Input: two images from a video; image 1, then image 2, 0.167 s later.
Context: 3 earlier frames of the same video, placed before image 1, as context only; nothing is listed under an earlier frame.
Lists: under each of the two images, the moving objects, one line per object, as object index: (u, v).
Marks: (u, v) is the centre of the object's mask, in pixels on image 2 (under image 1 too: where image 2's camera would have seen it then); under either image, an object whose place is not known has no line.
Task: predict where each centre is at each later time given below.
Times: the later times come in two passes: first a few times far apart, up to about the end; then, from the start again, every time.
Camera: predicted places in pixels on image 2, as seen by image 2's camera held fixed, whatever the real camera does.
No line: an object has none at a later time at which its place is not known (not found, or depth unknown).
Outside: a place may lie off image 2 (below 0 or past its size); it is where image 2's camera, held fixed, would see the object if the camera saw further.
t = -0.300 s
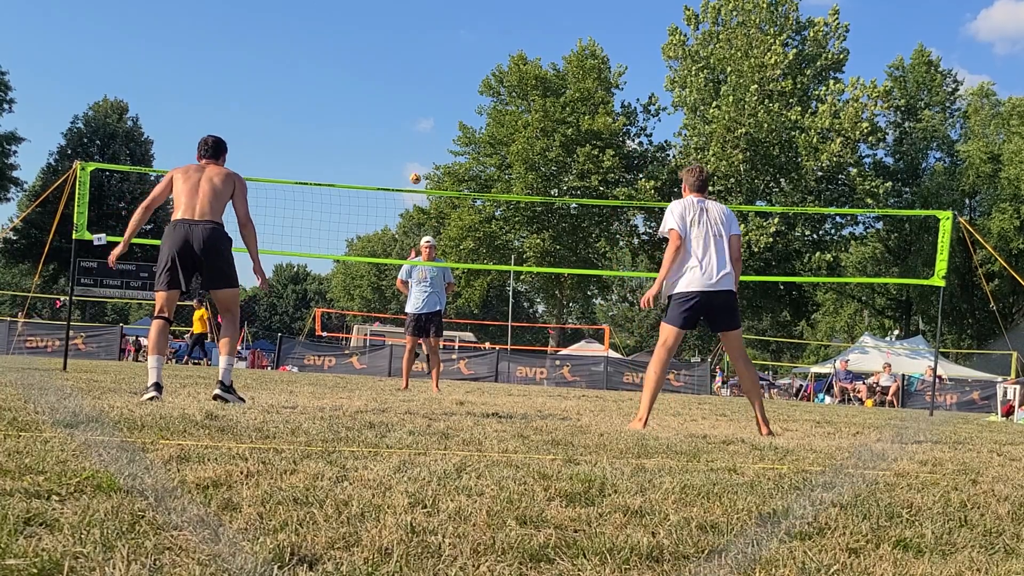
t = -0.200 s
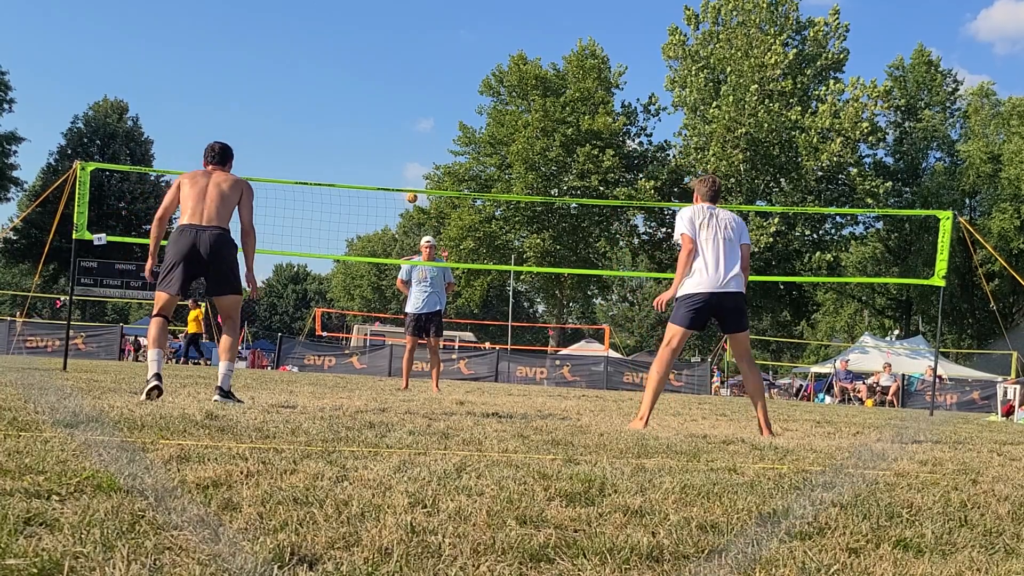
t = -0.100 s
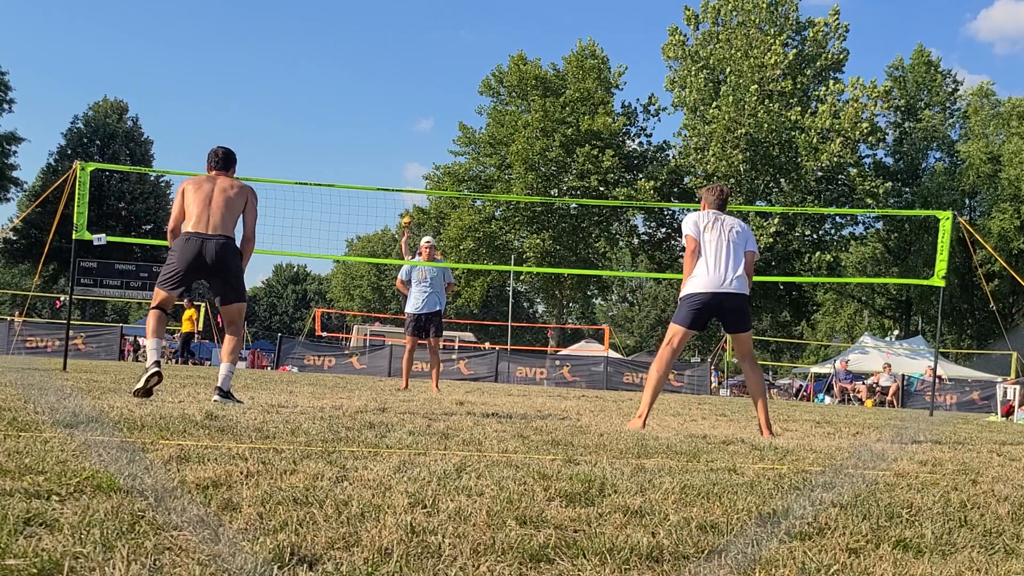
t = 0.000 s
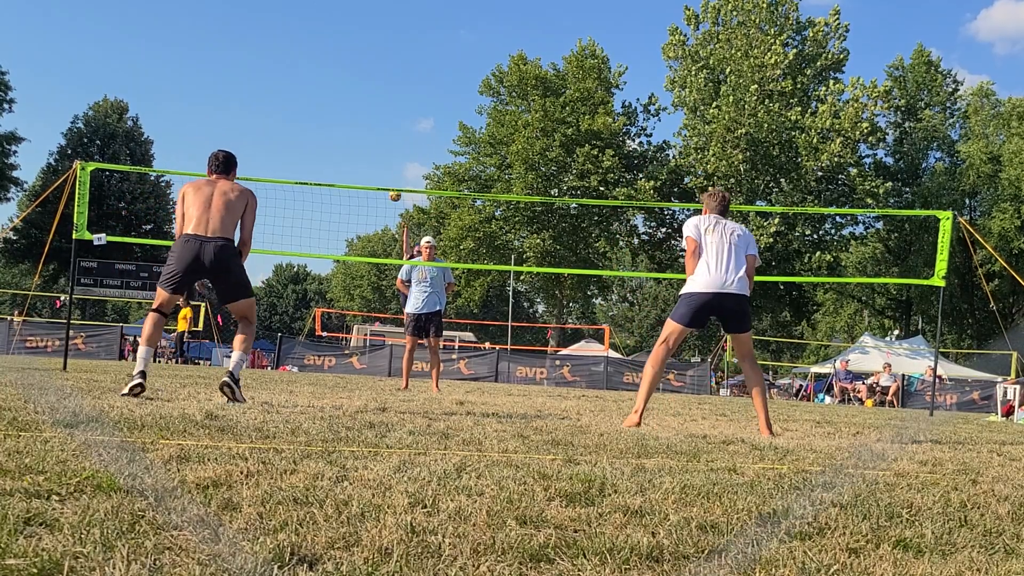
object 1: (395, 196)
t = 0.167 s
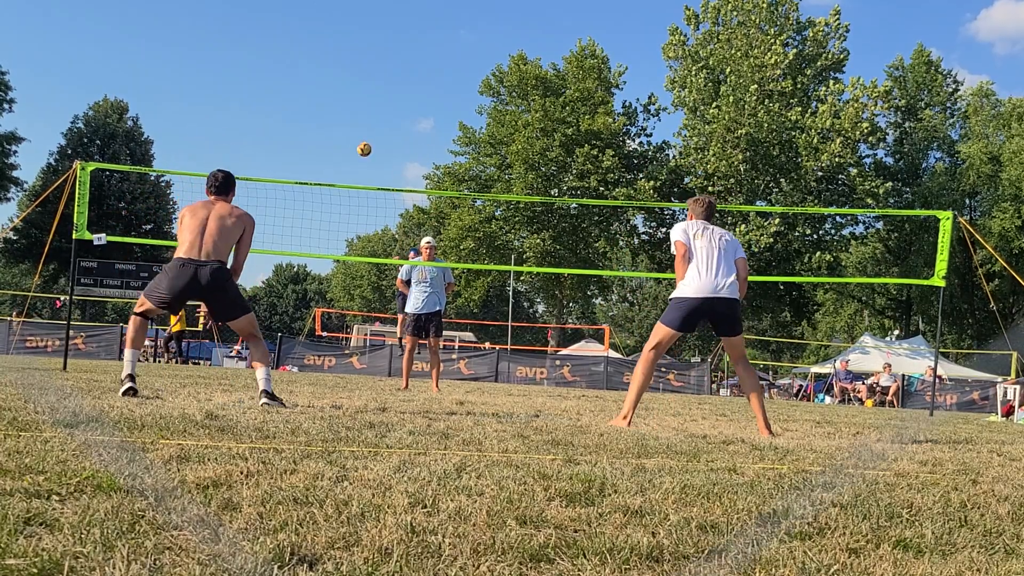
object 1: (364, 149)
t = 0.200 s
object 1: (356, 142)
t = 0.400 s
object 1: (300, 124)
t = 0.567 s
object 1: (232, 153)
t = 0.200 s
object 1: (356, 142)
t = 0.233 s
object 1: (348, 136)
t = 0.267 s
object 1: (340, 132)
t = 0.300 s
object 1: (331, 128)
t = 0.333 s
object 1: (322, 125)
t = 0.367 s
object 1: (311, 124)
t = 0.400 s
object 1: (300, 124)
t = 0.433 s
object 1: (288, 127)
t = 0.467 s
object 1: (276, 130)
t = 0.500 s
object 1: (262, 135)
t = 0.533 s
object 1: (248, 143)
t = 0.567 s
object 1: (232, 153)
